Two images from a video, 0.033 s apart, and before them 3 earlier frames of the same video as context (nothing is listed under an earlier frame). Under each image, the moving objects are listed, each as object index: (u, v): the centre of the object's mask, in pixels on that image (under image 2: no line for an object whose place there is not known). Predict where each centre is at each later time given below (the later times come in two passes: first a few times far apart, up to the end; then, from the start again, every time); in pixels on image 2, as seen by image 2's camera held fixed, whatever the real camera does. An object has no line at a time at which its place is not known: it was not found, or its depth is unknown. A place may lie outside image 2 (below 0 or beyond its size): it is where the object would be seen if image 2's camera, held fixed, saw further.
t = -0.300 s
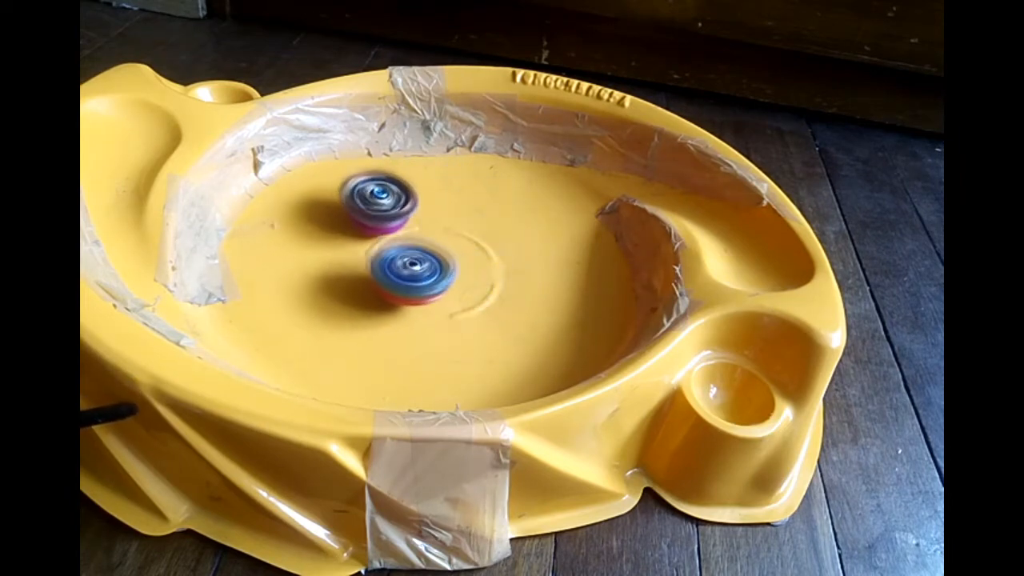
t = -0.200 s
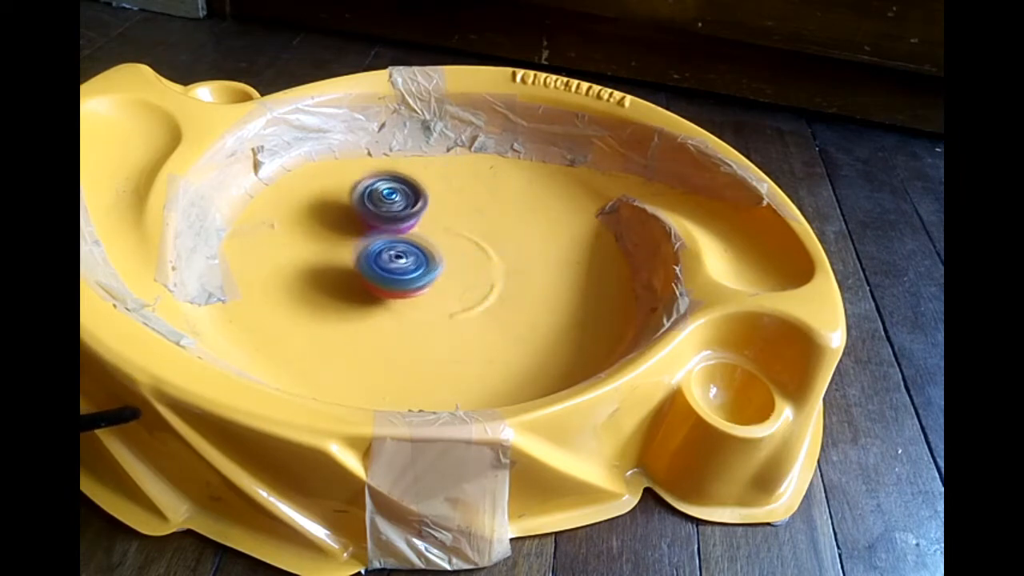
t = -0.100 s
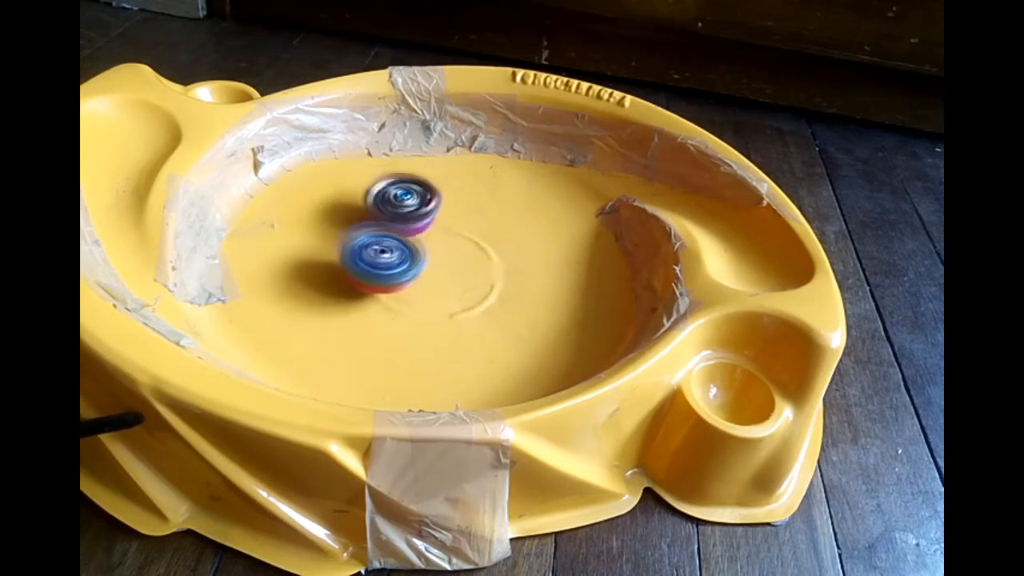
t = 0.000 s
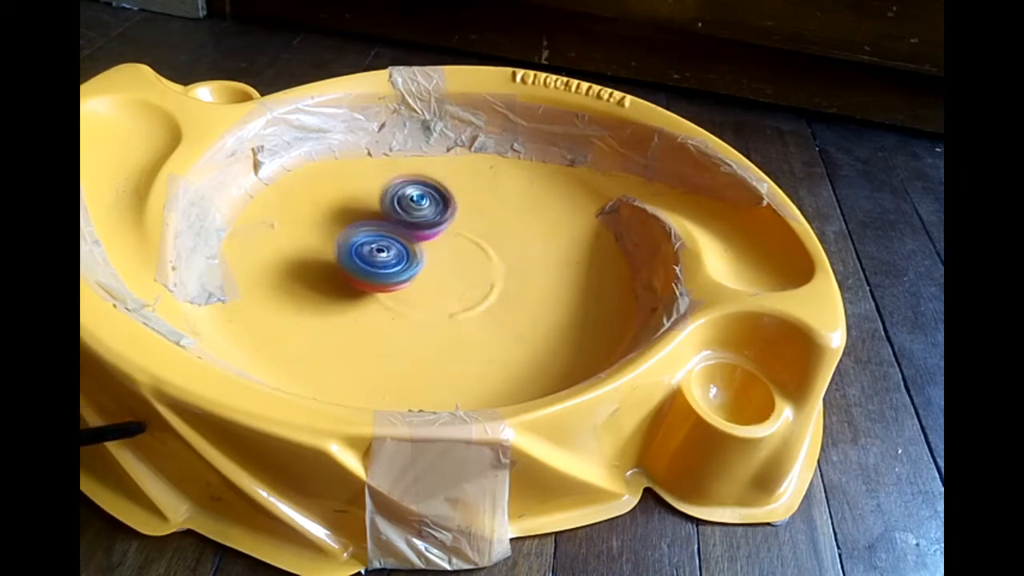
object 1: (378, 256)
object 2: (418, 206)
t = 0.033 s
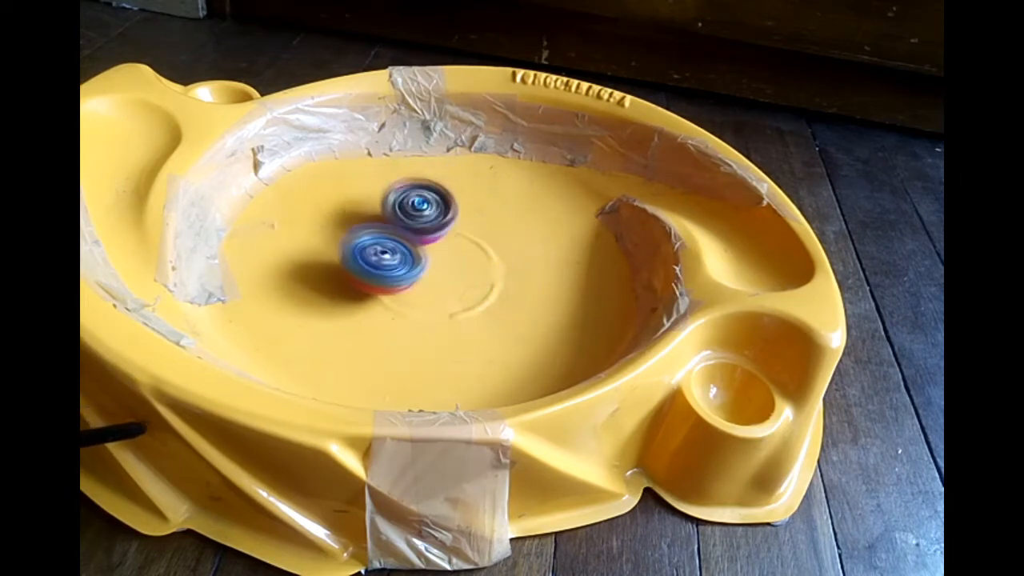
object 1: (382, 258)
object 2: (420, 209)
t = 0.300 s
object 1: (393, 254)
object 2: (468, 229)
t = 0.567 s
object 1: (414, 257)
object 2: (493, 236)
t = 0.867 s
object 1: (392, 275)
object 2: (546, 244)
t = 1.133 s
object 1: (403, 271)
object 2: (560, 244)
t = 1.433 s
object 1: (389, 267)
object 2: (519, 240)
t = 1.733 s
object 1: (391, 269)
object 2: (477, 220)
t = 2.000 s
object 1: (393, 274)
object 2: (477, 209)
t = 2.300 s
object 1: (396, 274)
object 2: (477, 211)
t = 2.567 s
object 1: (392, 271)
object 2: (454, 214)
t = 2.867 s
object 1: (390, 269)
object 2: (443, 206)
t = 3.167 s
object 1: (392, 272)
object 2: (444, 210)
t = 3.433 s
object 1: (394, 270)
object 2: (441, 221)
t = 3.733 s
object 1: (394, 273)
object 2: (450, 230)
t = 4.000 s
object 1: (392, 270)
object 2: (459, 229)
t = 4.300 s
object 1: (392, 261)
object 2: (454, 228)
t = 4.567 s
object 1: (401, 260)
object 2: (458, 220)
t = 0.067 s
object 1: (385, 259)
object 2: (423, 210)
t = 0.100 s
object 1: (387, 260)
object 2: (429, 212)
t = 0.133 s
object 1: (389, 259)
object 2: (437, 215)
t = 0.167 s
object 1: (389, 258)
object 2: (443, 219)
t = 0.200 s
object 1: (389, 256)
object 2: (450, 222)
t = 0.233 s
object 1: (391, 255)
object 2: (456, 224)
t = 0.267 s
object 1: (392, 254)
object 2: (462, 227)
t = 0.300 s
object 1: (393, 254)
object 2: (468, 229)
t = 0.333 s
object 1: (395, 253)
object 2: (472, 231)
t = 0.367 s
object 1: (398, 253)
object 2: (480, 232)
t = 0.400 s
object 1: (400, 253)
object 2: (484, 232)
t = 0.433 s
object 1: (402, 253)
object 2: (488, 233)
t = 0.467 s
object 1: (405, 254)
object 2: (489, 233)
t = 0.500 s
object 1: (408, 254)
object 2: (492, 234)
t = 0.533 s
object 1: (411, 255)
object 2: (492, 235)
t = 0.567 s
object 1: (414, 257)
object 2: (493, 236)
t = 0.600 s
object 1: (416, 258)
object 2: (492, 239)
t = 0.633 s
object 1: (413, 261)
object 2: (502, 240)
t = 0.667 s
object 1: (411, 262)
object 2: (509, 241)
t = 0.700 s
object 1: (408, 265)
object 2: (514, 241)
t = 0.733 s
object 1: (405, 268)
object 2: (518, 241)
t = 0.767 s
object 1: (401, 270)
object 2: (526, 242)
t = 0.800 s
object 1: (396, 272)
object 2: (533, 242)
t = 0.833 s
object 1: (392, 274)
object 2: (541, 243)
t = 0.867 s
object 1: (392, 275)
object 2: (546, 244)
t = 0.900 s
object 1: (395, 276)
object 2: (551, 245)
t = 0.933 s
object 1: (400, 277)
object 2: (556, 245)
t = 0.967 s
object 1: (404, 277)
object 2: (560, 246)
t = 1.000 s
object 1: (409, 277)
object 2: (562, 245)
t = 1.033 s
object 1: (409, 277)
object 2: (562, 245)
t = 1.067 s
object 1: (407, 274)
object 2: (562, 245)
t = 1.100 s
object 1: (405, 273)
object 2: (561, 244)
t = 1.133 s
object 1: (403, 271)
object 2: (560, 244)
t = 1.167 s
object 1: (399, 270)
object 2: (557, 244)
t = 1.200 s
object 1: (396, 269)
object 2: (554, 243)
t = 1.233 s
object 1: (392, 267)
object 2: (550, 243)
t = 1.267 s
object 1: (389, 267)
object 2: (546, 243)
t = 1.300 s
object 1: (386, 265)
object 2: (542, 243)
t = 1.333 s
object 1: (383, 265)
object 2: (536, 242)
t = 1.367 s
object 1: (384, 266)
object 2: (532, 243)
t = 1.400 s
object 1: (386, 266)
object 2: (526, 242)
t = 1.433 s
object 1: (389, 267)
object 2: (519, 240)
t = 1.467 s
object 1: (389, 268)
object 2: (511, 239)
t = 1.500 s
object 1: (388, 267)
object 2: (506, 238)
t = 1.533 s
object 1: (389, 268)
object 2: (503, 237)
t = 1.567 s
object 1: (389, 267)
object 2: (501, 236)
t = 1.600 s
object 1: (390, 268)
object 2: (498, 235)
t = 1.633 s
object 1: (391, 268)
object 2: (494, 231)
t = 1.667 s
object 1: (389, 269)
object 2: (488, 227)
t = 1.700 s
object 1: (390, 270)
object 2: (481, 223)
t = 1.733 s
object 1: (391, 269)
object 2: (477, 220)
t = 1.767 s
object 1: (391, 270)
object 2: (475, 217)
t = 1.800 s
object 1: (392, 270)
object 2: (474, 216)
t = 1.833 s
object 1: (392, 271)
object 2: (473, 214)
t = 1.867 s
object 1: (393, 271)
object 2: (470, 213)
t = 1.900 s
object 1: (392, 272)
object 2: (466, 210)
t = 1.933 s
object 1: (393, 273)
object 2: (469, 209)
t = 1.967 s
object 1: (393, 273)
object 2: (475, 208)
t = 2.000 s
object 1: (393, 274)
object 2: (477, 209)
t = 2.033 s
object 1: (395, 273)
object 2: (476, 207)
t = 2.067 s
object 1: (394, 274)
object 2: (473, 207)
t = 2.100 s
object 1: (396, 273)
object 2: (475, 206)
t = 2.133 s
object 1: (395, 273)
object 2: (479, 205)
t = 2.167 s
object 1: (396, 274)
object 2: (479, 207)
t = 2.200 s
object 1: (396, 273)
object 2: (479, 207)
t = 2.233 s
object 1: (396, 274)
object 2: (479, 209)
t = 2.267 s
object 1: (396, 273)
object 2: (480, 210)
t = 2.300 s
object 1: (396, 274)
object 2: (477, 211)
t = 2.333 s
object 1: (396, 273)
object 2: (474, 214)
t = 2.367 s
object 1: (395, 274)
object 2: (473, 214)
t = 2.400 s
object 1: (395, 273)
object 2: (474, 215)
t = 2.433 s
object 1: (393, 273)
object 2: (474, 214)
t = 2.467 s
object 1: (394, 272)
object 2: (471, 215)
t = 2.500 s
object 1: (392, 271)
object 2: (467, 216)
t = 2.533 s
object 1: (394, 272)
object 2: (460, 214)
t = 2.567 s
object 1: (392, 271)
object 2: (454, 214)
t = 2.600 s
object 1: (392, 271)
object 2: (453, 214)
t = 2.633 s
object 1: (391, 271)
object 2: (452, 213)
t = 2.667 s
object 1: (393, 271)
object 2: (452, 213)
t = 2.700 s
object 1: (392, 271)
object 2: (450, 212)
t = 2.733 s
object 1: (390, 269)
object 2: (447, 210)
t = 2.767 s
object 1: (389, 270)
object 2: (444, 208)
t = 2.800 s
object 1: (389, 270)
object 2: (442, 207)
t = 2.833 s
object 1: (390, 270)
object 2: (443, 207)
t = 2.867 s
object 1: (390, 269)
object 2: (443, 206)
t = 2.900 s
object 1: (390, 271)
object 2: (442, 205)
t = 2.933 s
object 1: (391, 271)
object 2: (439, 204)
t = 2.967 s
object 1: (391, 272)
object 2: (439, 204)
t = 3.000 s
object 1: (389, 272)
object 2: (440, 205)
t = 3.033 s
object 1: (390, 271)
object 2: (442, 206)
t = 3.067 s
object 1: (390, 271)
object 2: (442, 207)
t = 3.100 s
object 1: (391, 271)
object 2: (442, 208)
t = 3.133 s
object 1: (391, 272)
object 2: (442, 209)
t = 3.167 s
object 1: (392, 272)
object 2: (444, 210)
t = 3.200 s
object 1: (393, 273)
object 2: (444, 212)
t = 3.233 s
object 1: (395, 274)
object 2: (444, 214)
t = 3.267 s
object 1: (394, 272)
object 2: (443, 215)
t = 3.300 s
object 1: (395, 272)
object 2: (443, 216)
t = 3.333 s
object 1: (394, 271)
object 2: (444, 217)
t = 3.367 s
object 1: (395, 271)
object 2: (444, 218)
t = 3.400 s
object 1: (394, 272)
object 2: (442, 220)
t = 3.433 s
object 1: (394, 270)
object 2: (441, 221)
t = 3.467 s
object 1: (394, 271)
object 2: (441, 222)
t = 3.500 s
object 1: (394, 271)
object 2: (441, 223)
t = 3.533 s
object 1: (394, 271)
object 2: (439, 223)
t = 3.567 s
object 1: (392, 271)
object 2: (437, 224)
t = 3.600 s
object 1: (392, 271)
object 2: (437, 225)
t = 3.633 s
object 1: (391, 273)
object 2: (442, 225)
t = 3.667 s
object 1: (394, 273)
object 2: (446, 227)
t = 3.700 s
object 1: (395, 272)
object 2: (449, 228)
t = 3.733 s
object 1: (394, 273)
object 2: (450, 230)
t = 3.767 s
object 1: (393, 272)
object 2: (450, 230)
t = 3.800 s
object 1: (395, 272)
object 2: (450, 230)
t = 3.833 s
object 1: (395, 272)
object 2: (448, 231)
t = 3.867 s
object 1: (400, 271)
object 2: (448, 231)
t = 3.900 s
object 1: (400, 271)
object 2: (451, 230)
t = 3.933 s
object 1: (394, 270)
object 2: (453, 229)
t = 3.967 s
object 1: (392, 271)
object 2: (455, 229)
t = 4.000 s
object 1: (392, 270)
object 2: (459, 229)
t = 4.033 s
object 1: (390, 270)
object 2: (466, 228)
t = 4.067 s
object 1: (388, 269)
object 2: (468, 229)
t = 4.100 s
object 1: (388, 268)
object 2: (470, 229)
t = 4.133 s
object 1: (388, 267)
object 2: (470, 229)
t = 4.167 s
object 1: (390, 267)
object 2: (469, 229)
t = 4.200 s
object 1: (391, 267)
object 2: (465, 229)
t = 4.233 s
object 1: (393, 265)
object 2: (462, 229)
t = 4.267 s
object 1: (392, 264)
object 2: (458, 229)
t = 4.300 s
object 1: (392, 261)
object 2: (454, 228)
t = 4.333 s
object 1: (394, 260)
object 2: (453, 226)
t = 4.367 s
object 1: (394, 260)
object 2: (452, 224)
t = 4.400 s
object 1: (396, 258)
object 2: (452, 222)
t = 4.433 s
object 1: (398, 258)
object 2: (452, 221)
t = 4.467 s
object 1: (400, 257)
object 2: (453, 220)
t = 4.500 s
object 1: (404, 258)
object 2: (453, 220)
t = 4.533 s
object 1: (404, 258)
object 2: (453, 220)
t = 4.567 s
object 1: (401, 260)
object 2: (458, 220)
